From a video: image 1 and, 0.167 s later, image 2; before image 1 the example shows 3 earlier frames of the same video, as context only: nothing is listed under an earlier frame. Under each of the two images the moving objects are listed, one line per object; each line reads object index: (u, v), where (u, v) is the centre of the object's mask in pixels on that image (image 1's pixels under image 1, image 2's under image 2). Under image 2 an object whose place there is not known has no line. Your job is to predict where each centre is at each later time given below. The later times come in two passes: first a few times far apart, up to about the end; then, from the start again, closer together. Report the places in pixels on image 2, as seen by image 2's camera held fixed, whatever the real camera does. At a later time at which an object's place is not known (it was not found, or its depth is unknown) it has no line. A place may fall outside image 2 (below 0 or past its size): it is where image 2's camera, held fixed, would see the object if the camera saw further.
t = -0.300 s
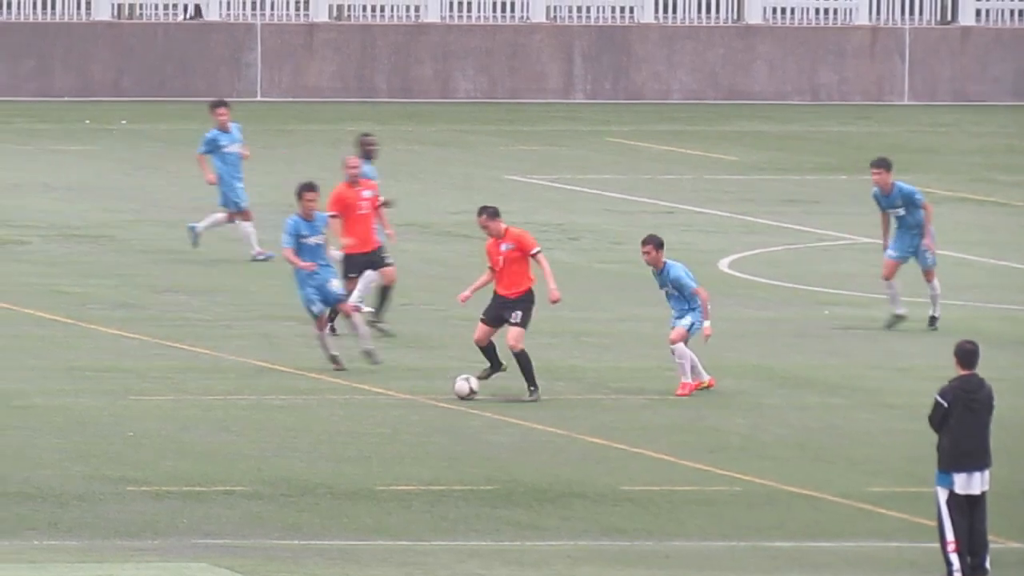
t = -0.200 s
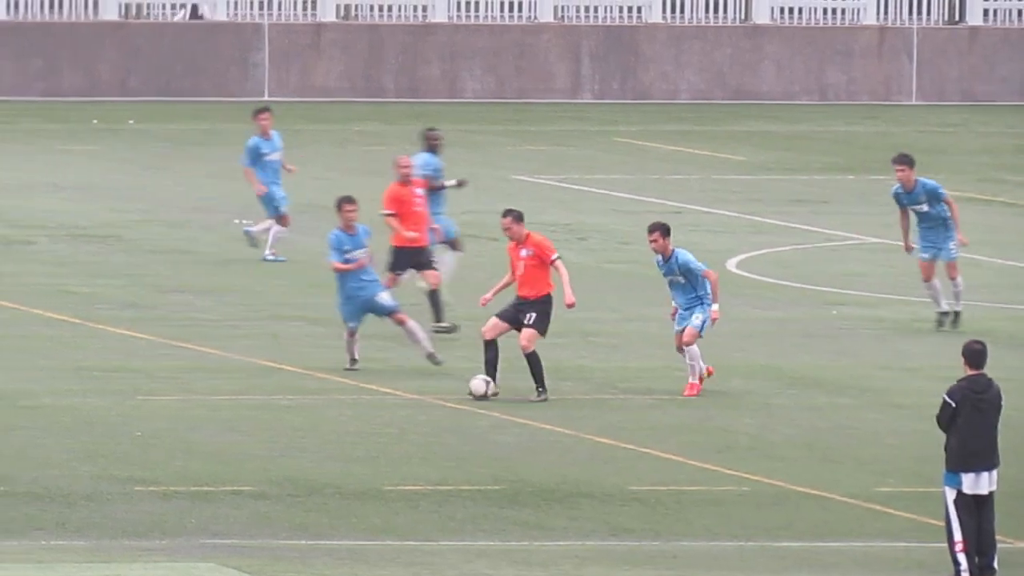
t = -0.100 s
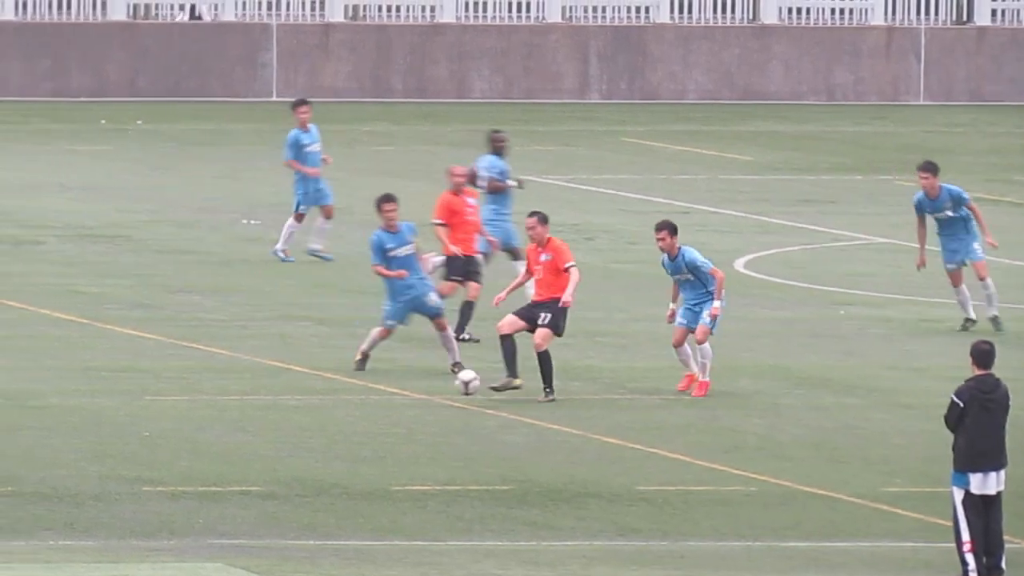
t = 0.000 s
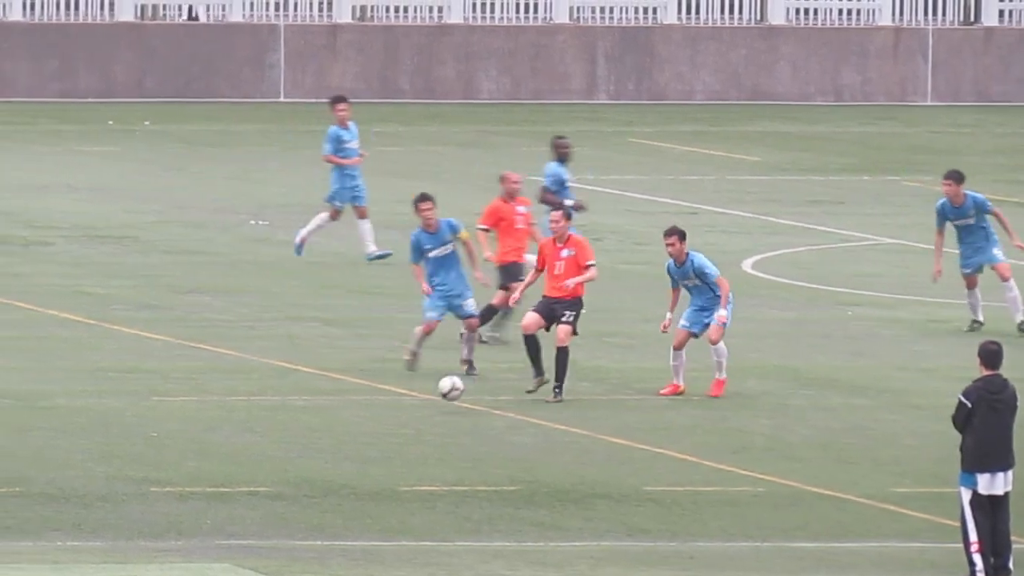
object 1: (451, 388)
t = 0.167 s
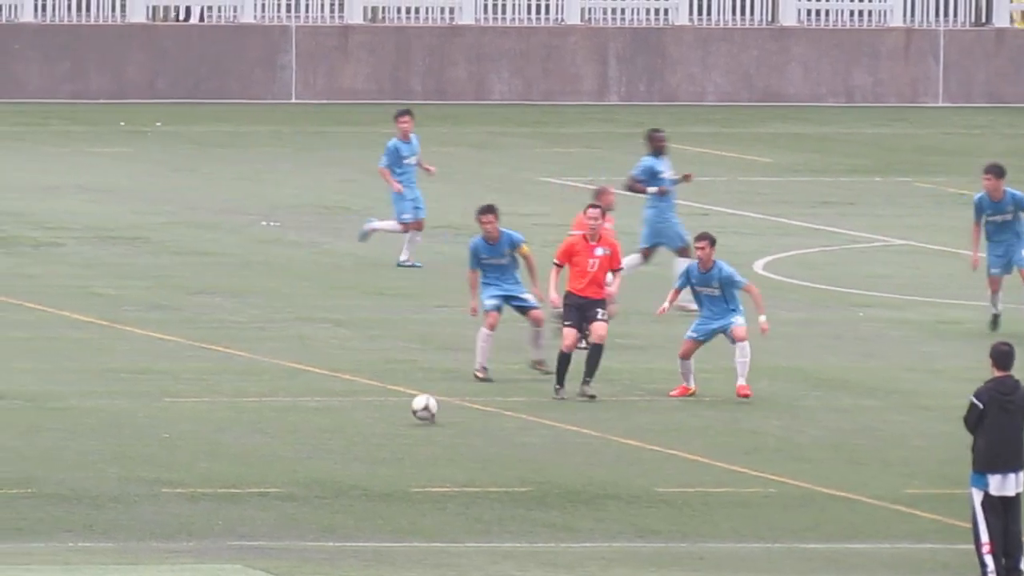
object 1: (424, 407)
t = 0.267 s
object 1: (404, 404)
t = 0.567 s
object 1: (355, 419)
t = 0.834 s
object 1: (317, 438)
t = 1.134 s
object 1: (272, 457)
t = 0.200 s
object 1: (418, 405)
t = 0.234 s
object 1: (412, 404)
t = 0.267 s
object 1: (404, 404)
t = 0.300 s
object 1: (399, 406)
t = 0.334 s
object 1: (393, 410)
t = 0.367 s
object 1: (386, 415)
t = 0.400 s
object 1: (380, 421)
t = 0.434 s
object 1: (374, 427)
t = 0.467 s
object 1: (369, 423)
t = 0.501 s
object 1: (364, 420)
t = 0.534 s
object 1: (359, 419)
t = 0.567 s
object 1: (355, 419)
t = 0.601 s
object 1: (349, 420)
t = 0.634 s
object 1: (345, 423)
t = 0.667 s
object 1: (341, 428)
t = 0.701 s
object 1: (336, 434)
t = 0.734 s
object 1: (331, 439)
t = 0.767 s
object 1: (327, 438)
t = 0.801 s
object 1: (322, 437)
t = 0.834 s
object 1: (317, 438)
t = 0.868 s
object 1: (311, 439)
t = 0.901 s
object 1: (307, 442)
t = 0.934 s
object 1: (301, 448)
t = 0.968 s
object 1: (298, 449)
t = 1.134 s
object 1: (272, 457)
